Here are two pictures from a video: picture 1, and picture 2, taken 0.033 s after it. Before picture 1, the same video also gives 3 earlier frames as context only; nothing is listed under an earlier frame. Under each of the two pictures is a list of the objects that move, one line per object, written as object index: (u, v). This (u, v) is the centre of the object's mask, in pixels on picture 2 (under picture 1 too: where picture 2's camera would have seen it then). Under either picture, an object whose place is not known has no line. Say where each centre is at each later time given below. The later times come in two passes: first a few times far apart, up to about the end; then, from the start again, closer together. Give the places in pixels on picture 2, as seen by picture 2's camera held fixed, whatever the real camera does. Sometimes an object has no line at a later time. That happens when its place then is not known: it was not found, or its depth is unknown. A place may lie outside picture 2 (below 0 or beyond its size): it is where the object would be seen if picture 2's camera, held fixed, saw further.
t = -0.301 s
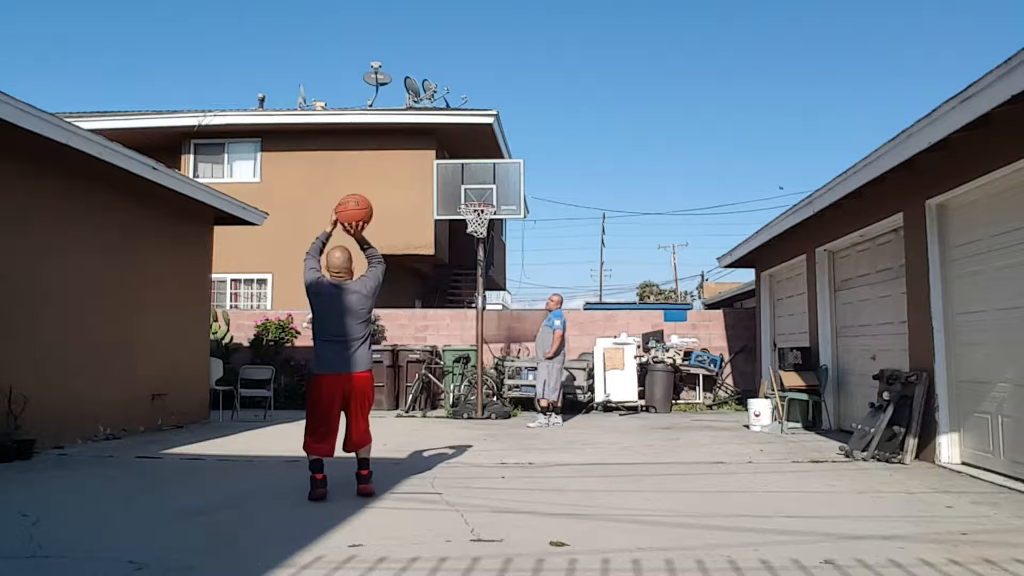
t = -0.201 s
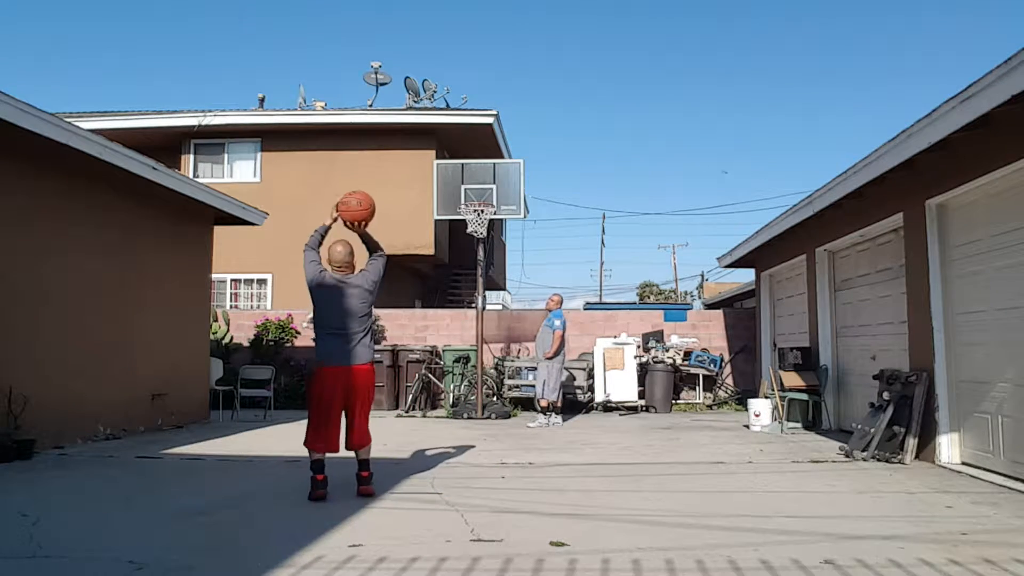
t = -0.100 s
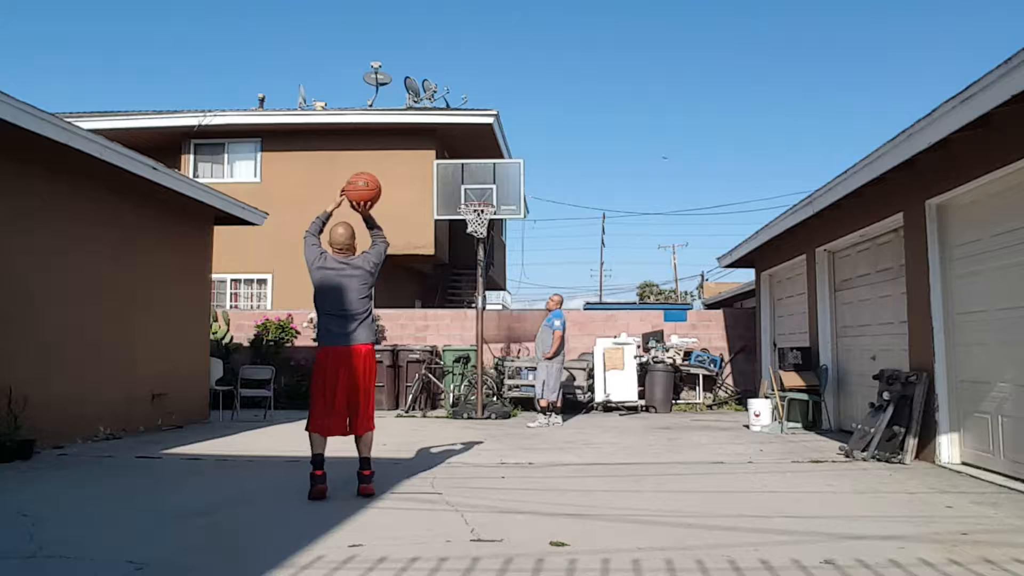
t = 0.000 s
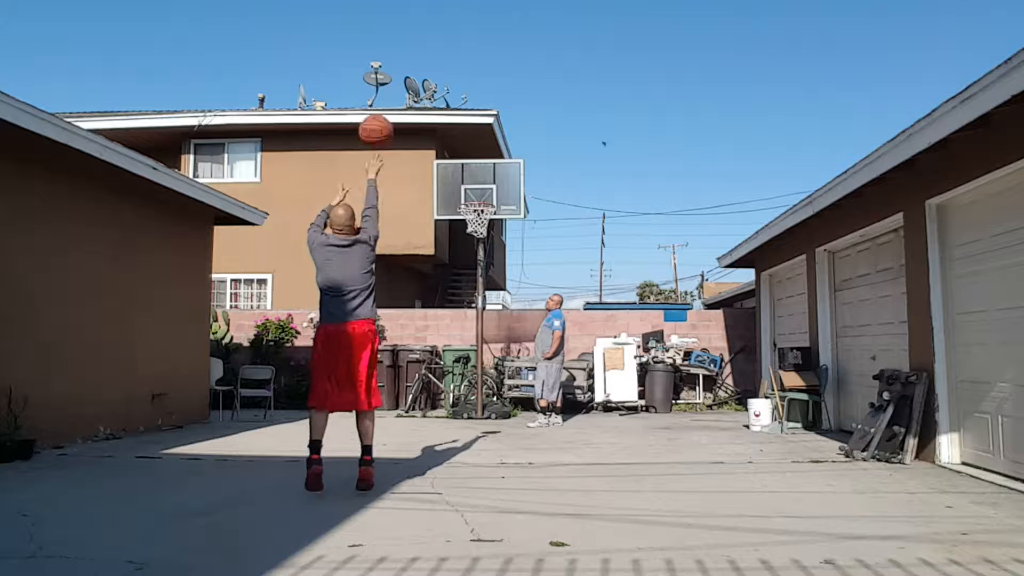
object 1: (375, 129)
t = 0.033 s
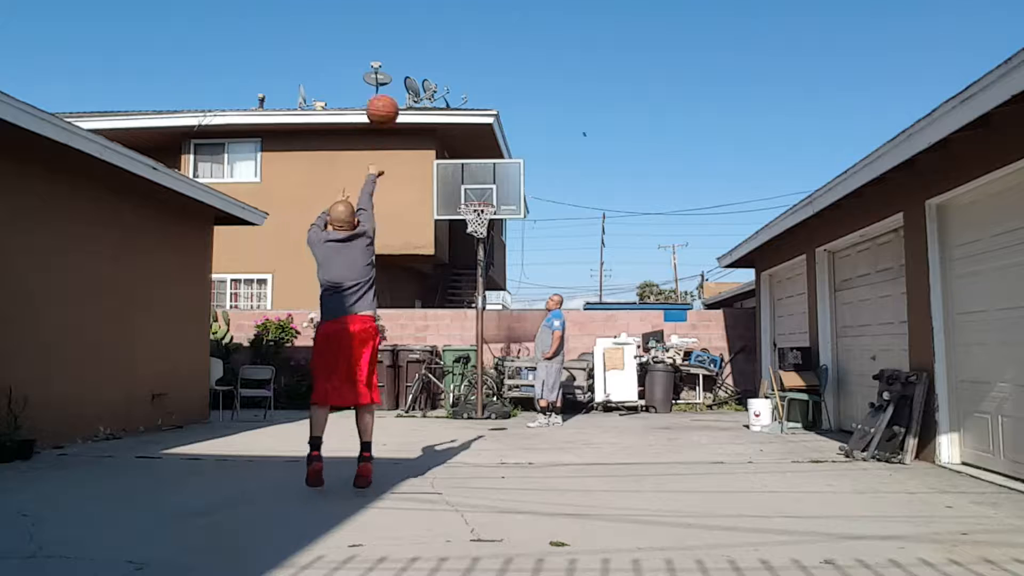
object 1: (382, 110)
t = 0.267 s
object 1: (416, 29)
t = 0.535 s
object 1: (441, 21)
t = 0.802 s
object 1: (459, 70)
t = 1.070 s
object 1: (471, 159)
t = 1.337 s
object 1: (477, 222)
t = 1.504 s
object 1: (474, 224)
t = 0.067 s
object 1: (388, 93)
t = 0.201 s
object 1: (408, 43)
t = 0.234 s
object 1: (412, 35)
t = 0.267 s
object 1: (416, 29)
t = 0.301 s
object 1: (420, 23)
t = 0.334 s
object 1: (423, 20)
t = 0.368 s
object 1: (427, 17)
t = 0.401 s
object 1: (430, 16)
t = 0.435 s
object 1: (433, 15)
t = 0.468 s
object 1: (436, 16)
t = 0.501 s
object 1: (438, 18)
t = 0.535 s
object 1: (441, 21)
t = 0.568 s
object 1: (444, 24)
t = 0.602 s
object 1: (446, 29)
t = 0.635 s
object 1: (448, 34)
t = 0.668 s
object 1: (451, 40)
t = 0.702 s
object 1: (453, 46)
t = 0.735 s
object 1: (455, 53)
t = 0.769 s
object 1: (457, 62)
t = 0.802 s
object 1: (459, 70)
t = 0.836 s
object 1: (460, 79)
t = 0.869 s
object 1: (462, 89)
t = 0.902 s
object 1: (464, 99)
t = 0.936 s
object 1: (465, 110)
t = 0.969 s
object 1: (467, 122)
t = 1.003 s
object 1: (468, 133)
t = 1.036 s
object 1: (470, 146)
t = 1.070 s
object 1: (471, 159)
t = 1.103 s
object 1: (473, 173)
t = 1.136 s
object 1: (475, 188)
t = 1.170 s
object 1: (475, 198)
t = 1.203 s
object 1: (478, 208)
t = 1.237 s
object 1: (479, 216)
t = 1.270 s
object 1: (479, 222)
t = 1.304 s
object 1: (478, 225)
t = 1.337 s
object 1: (477, 222)
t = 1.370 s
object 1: (476, 221)
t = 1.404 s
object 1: (475, 221)
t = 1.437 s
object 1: (474, 221)
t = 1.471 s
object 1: (474, 223)
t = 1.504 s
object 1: (474, 224)
